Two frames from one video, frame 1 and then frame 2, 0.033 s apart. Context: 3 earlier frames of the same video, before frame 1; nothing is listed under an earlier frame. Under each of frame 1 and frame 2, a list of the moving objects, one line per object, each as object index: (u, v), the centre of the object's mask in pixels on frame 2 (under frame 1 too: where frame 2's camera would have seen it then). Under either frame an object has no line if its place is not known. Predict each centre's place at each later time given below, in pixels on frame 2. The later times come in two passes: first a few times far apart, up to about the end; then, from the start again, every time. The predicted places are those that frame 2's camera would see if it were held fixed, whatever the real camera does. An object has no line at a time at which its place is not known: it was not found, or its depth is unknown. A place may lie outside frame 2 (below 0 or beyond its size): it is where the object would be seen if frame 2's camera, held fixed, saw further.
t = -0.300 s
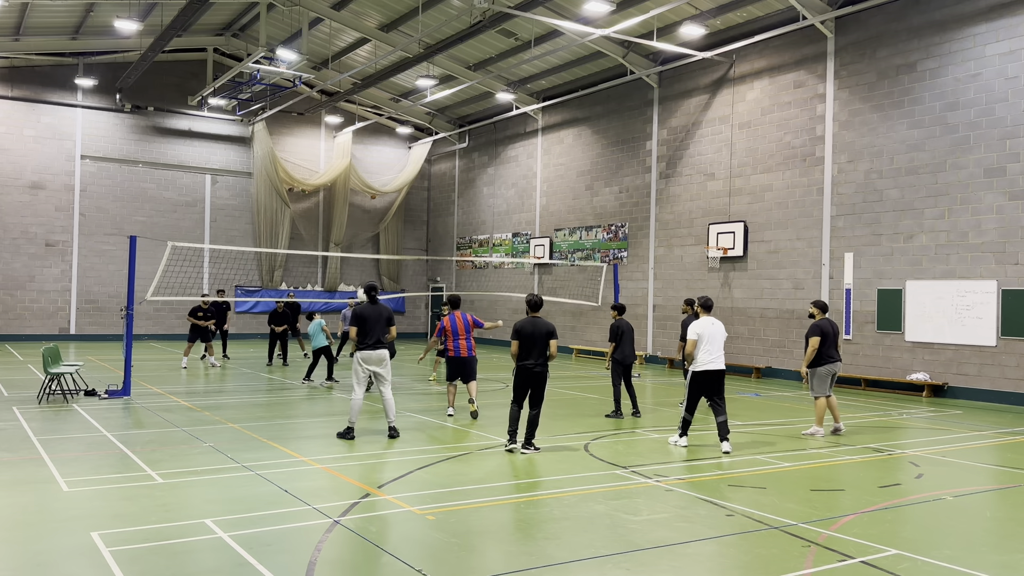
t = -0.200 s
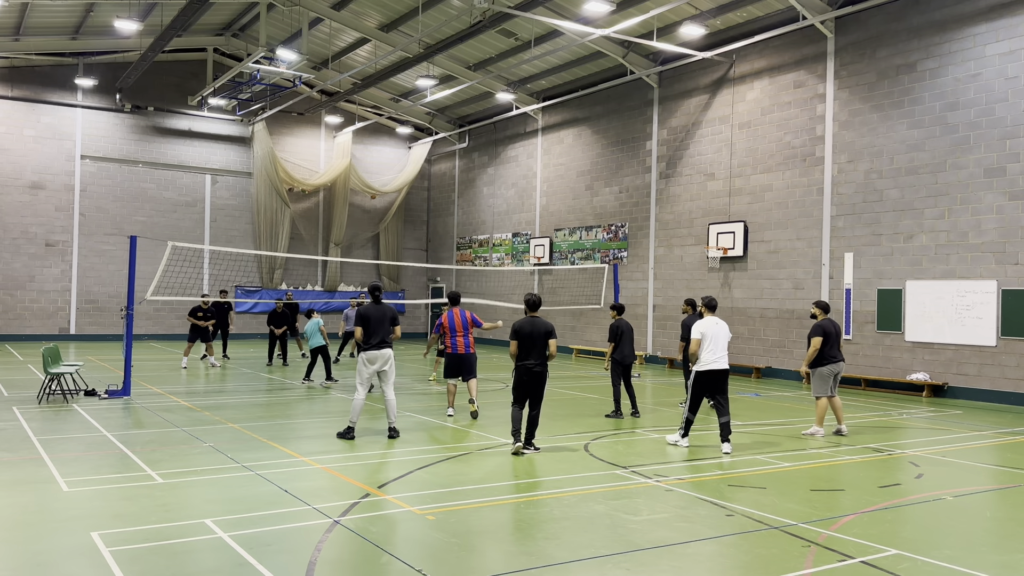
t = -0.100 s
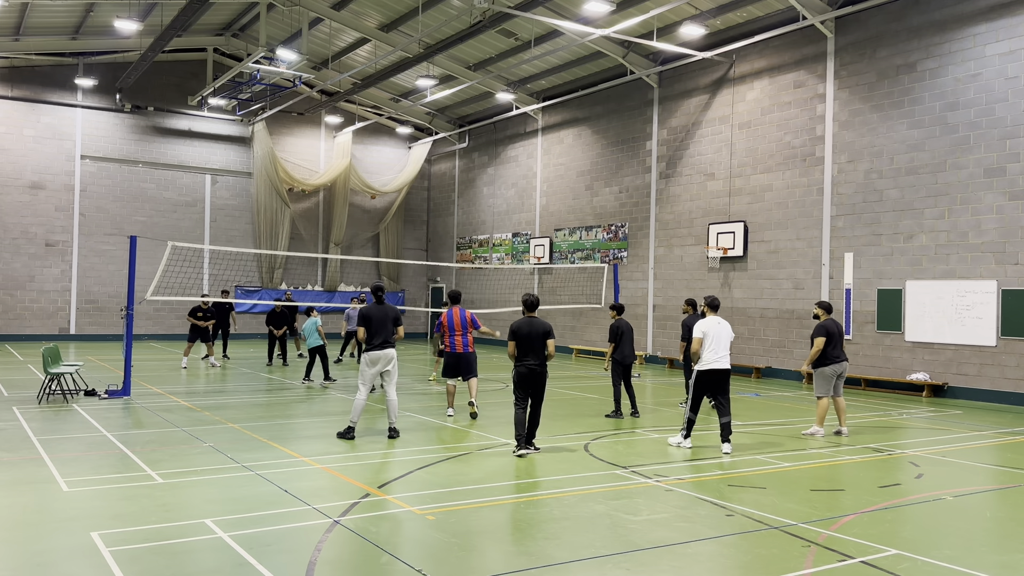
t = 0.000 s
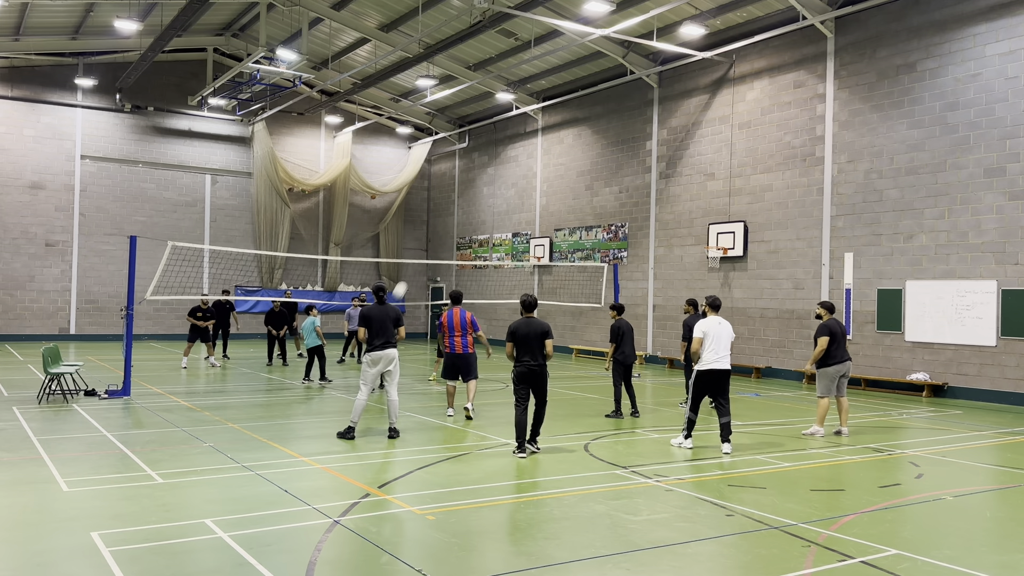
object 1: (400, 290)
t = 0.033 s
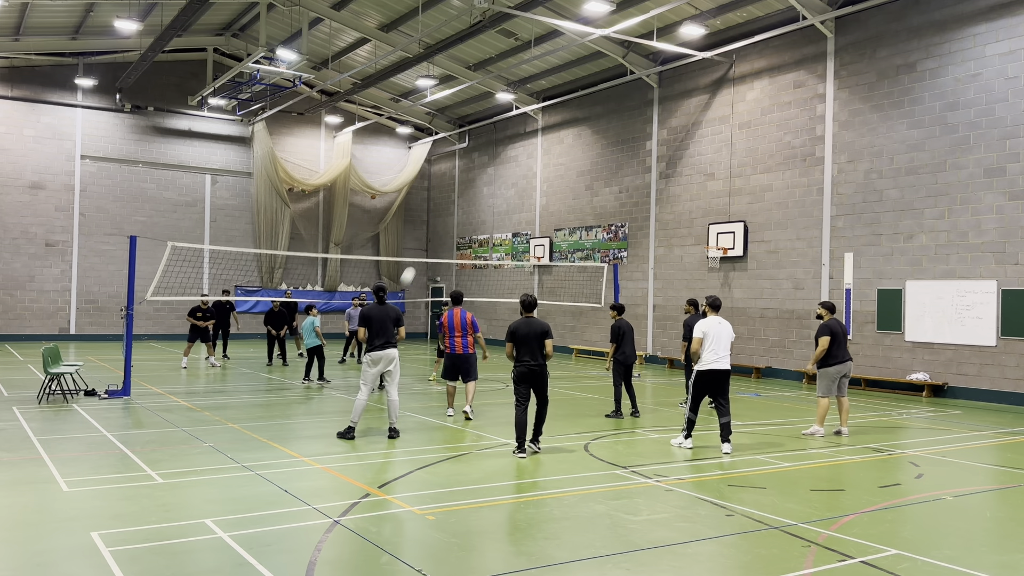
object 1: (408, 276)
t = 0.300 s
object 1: (473, 179)
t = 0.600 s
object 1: (548, 114)
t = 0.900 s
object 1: (624, 104)
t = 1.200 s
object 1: (703, 152)
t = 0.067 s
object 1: (416, 262)
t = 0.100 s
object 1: (424, 248)
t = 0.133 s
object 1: (432, 235)
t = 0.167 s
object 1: (440, 223)
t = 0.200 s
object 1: (449, 211)
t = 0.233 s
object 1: (457, 200)
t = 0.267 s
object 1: (465, 189)
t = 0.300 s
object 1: (473, 179)
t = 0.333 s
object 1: (481, 170)
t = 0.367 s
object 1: (490, 160)
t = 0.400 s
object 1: (498, 152)
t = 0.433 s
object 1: (506, 144)
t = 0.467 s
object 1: (514, 137)
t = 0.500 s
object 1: (522, 131)
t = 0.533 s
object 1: (530, 125)
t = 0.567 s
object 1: (539, 119)
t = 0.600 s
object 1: (548, 114)
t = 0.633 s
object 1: (556, 111)
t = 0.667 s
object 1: (564, 107)
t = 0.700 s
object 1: (573, 105)
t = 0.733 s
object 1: (581, 103)
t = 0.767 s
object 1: (590, 102)
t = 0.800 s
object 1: (598, 101)
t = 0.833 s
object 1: (607, 101)
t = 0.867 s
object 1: (615, 102)
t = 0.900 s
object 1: (624, 104)
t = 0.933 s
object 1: (633, 106)
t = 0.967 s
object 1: (642, 109)
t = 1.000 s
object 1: (650, 113)
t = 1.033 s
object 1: (659, 117)
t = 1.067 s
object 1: (668, 123)
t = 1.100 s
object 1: (676, 129)
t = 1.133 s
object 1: (685, 136)
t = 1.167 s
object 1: (693, 143)
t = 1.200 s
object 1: (703, 152)
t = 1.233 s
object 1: (712, 162)
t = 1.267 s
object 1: (721, 172)
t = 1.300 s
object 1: (730, 184)
